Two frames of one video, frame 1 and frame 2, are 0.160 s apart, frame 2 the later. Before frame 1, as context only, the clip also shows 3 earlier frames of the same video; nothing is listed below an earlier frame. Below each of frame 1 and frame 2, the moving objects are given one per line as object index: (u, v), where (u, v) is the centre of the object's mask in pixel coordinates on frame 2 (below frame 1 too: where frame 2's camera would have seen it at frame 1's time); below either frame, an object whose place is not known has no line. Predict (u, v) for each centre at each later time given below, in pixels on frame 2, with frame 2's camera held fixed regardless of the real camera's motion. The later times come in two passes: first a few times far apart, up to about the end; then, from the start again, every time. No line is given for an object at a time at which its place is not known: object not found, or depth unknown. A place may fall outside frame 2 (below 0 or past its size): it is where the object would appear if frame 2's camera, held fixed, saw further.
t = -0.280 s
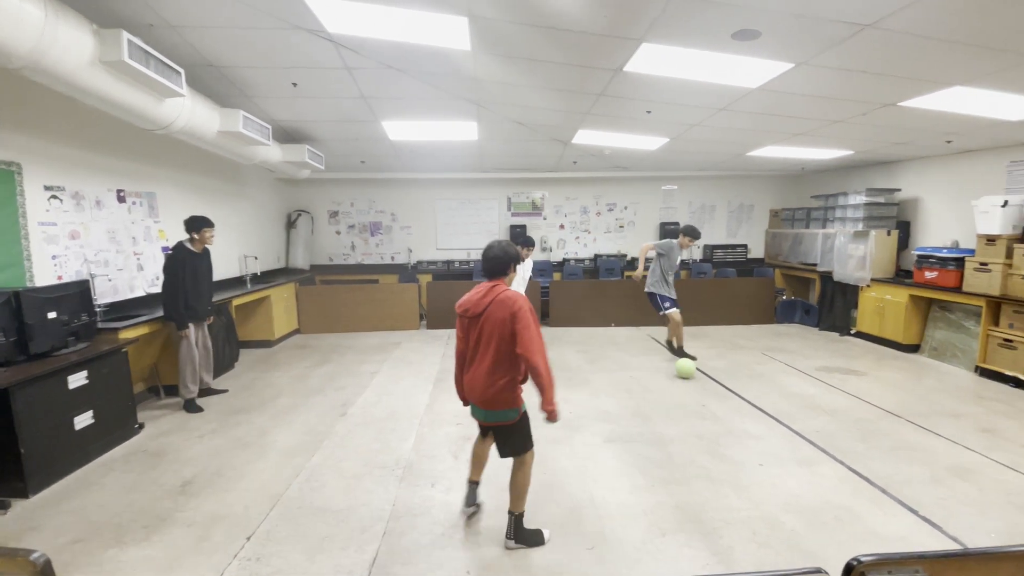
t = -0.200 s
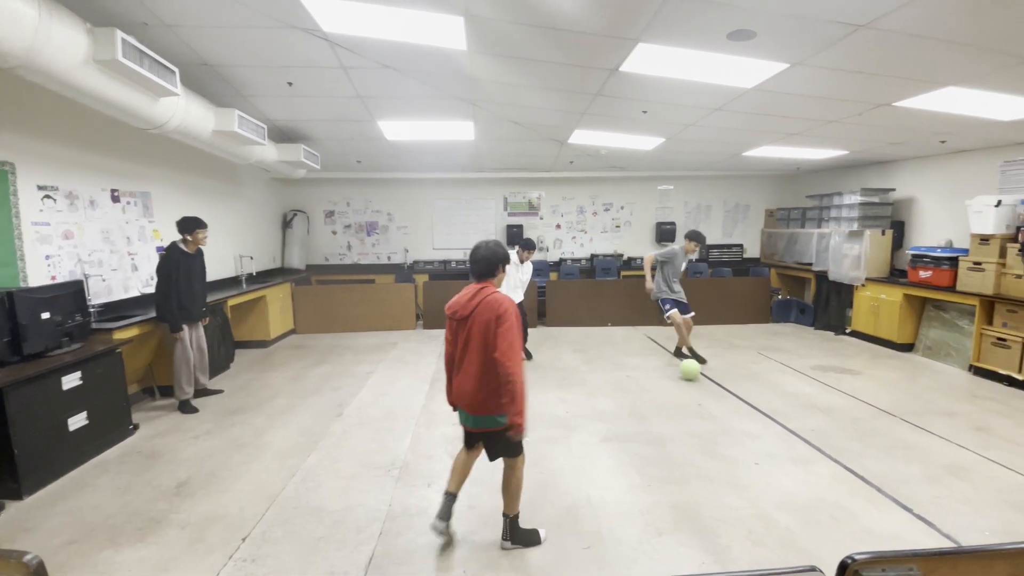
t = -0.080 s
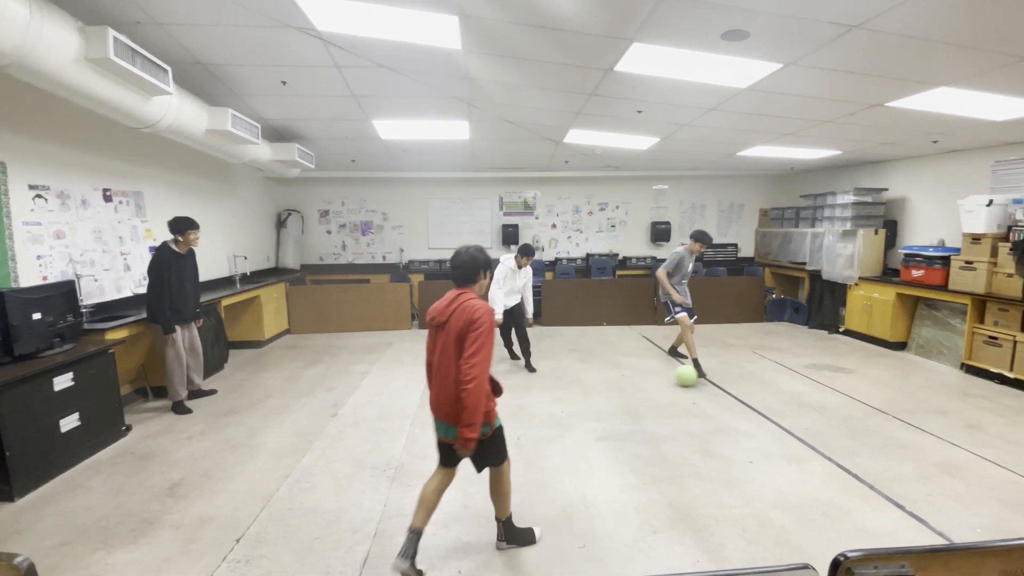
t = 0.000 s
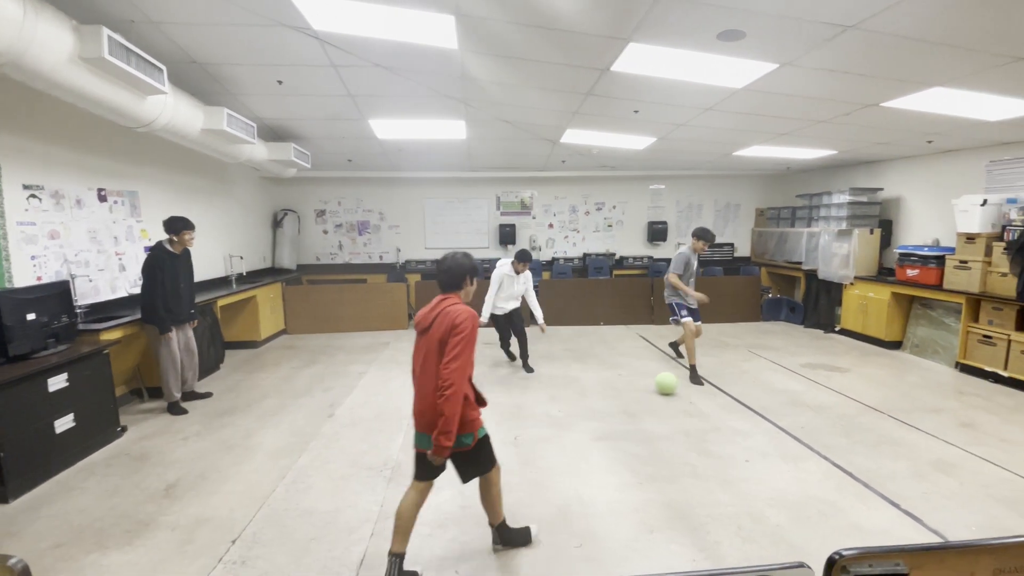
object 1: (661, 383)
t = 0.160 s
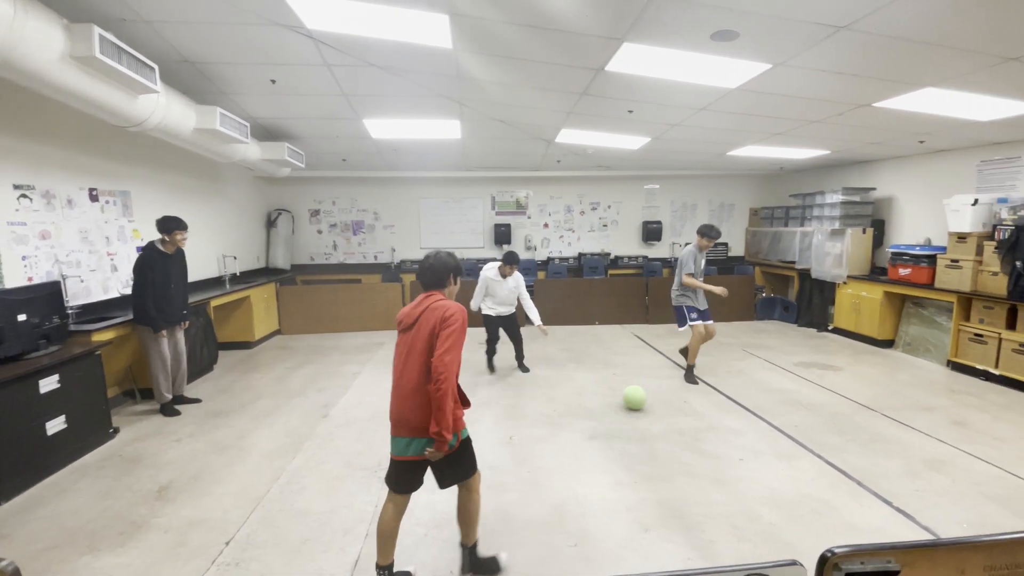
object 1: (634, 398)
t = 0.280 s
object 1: (613, 410)
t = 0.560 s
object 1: (571, 441)
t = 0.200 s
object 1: (625, 403)
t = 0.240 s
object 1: (619, 406)
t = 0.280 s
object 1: (613, 410)
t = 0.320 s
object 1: (605, 415)
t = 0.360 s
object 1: (600, 418)
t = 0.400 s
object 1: (592, 424)
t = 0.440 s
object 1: (587, 428)
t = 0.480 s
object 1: (582, 432)
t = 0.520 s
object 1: (575, 438)
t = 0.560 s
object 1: (571, 441)
